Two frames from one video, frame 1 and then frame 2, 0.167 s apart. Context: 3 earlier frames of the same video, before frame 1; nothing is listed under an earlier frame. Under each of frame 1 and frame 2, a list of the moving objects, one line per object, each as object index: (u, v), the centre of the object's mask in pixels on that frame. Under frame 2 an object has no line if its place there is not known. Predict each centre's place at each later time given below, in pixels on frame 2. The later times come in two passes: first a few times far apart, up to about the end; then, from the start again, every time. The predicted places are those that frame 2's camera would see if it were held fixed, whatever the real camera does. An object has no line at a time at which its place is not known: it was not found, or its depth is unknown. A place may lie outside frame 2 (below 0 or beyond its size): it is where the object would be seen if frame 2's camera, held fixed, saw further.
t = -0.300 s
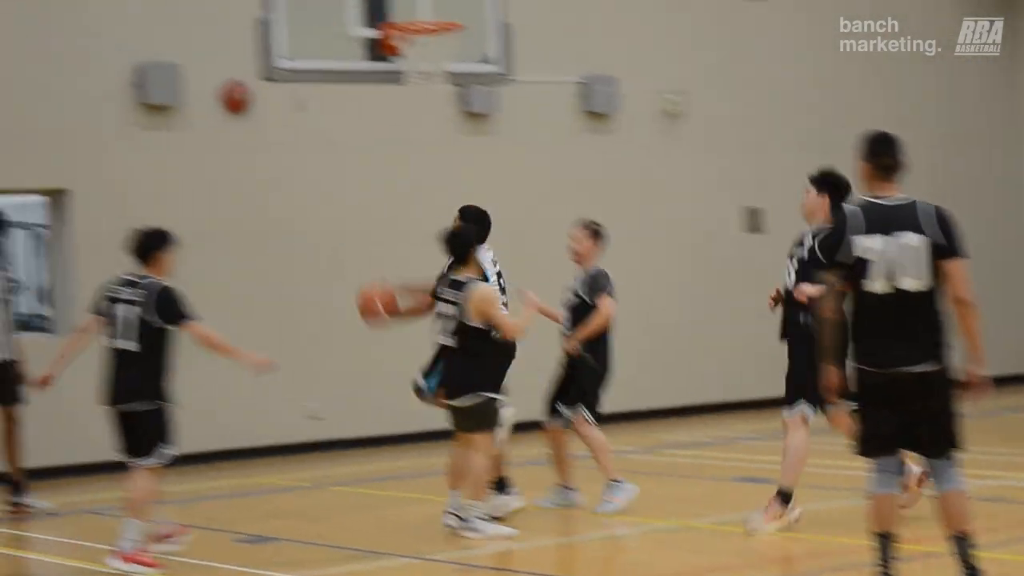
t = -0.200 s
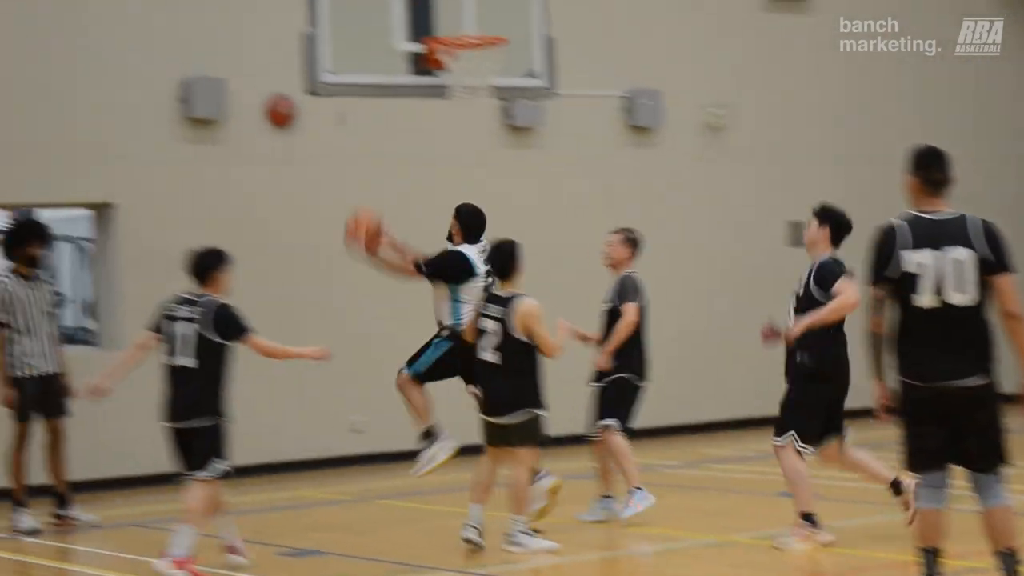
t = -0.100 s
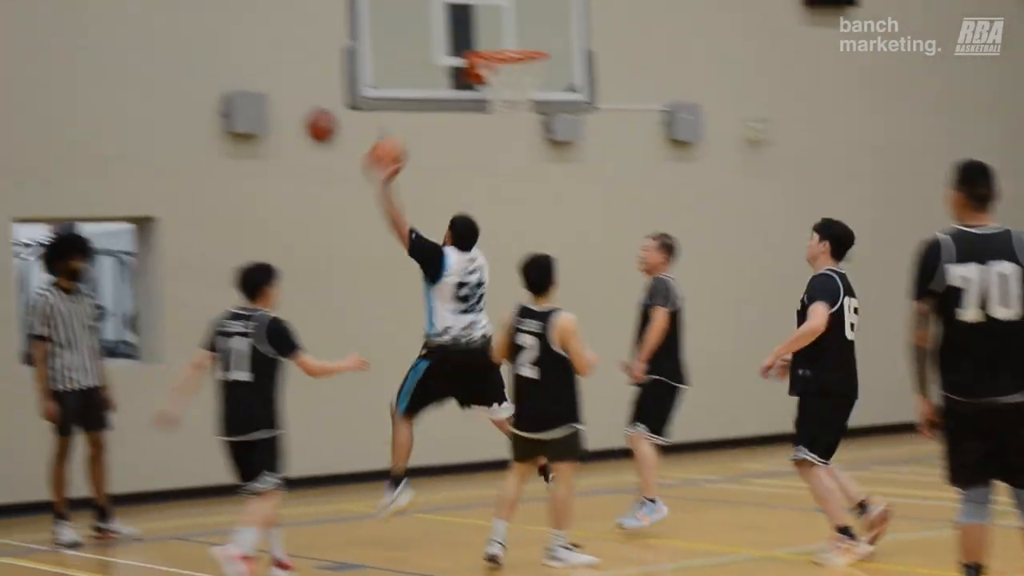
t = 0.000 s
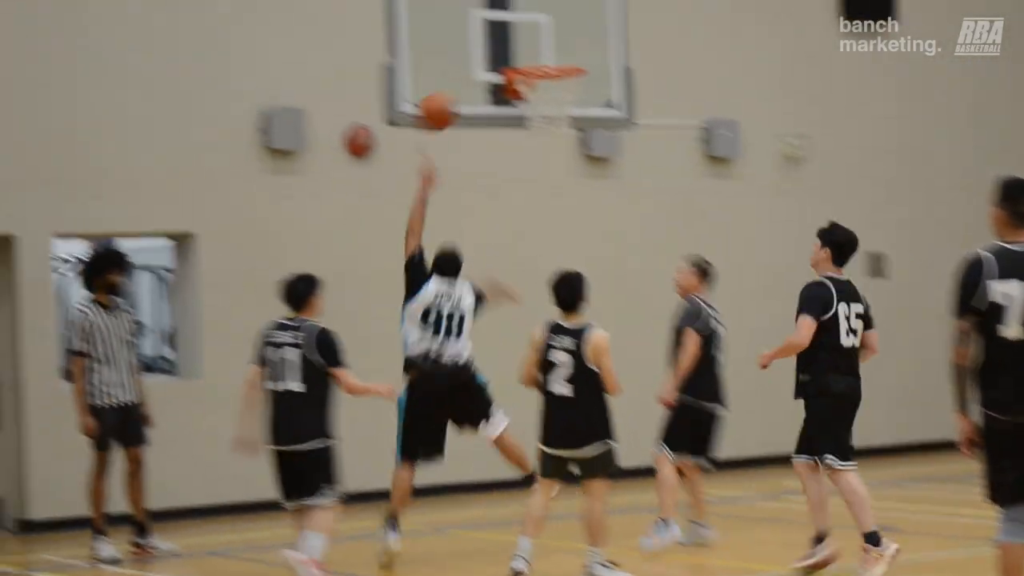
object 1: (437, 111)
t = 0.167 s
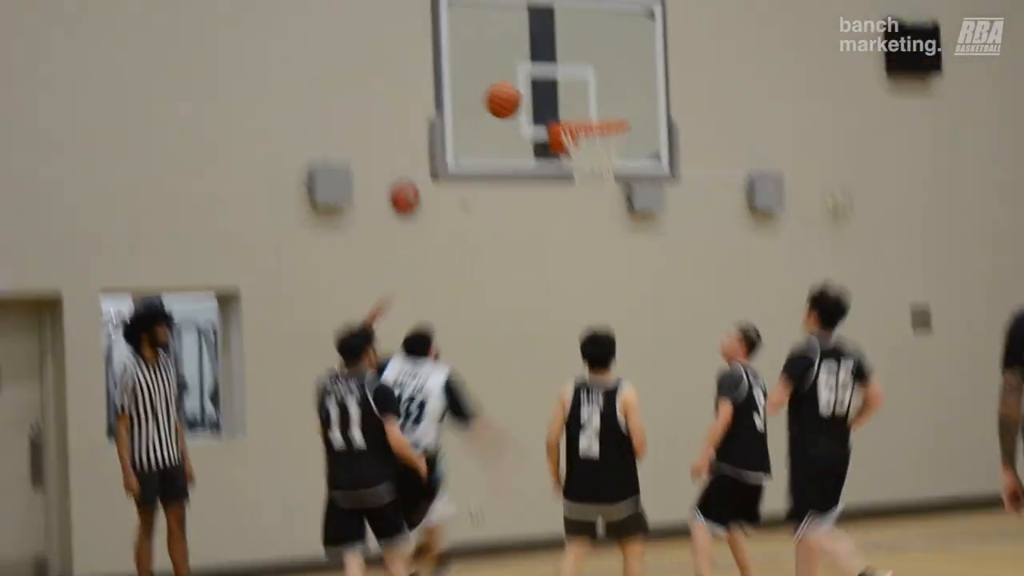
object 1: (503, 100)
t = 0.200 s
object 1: (514, 95)
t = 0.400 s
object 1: (597, 109)
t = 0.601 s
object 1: (582, 146)
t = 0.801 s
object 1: (604, 207)
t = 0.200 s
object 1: (514, 95)
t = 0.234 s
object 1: (529, 94)
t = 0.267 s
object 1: (543, 94)
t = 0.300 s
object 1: (555, 95)
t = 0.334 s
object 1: (567, 99)
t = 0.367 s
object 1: (582, 104)
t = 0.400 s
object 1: (597, 109)
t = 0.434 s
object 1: (610, 116)
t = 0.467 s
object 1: (602, 122)
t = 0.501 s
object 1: (589, 128)
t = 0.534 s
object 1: (580, 134)
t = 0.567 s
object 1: (577, 142)
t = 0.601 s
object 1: (582, 146)
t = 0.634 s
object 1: (586, 154)
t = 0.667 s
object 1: (590, 162)
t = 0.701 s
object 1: (593, 173)
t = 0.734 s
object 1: (599, 189)
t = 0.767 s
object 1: (601, 195)
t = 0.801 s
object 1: (604, 207)
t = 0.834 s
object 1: (608, 223)
